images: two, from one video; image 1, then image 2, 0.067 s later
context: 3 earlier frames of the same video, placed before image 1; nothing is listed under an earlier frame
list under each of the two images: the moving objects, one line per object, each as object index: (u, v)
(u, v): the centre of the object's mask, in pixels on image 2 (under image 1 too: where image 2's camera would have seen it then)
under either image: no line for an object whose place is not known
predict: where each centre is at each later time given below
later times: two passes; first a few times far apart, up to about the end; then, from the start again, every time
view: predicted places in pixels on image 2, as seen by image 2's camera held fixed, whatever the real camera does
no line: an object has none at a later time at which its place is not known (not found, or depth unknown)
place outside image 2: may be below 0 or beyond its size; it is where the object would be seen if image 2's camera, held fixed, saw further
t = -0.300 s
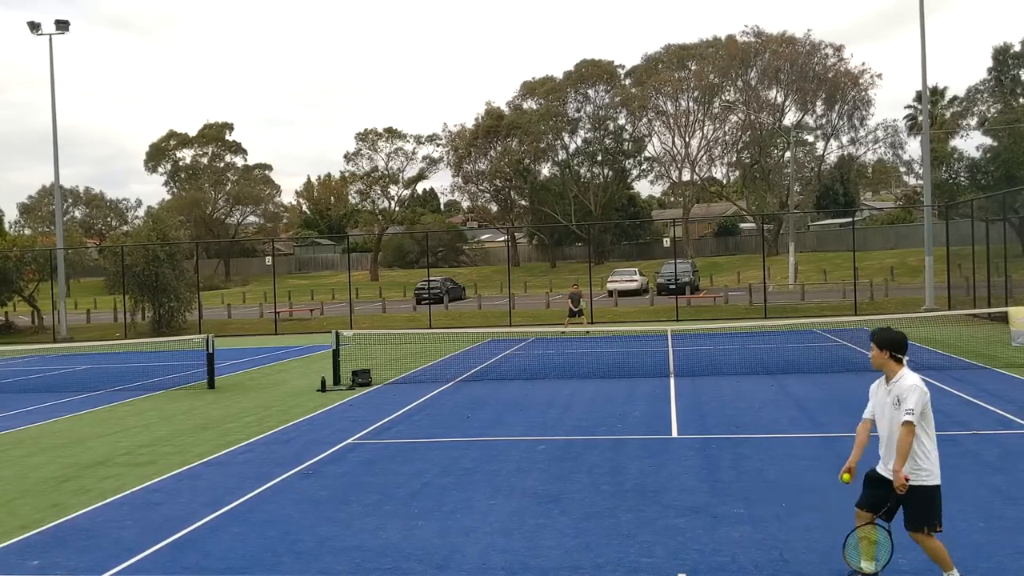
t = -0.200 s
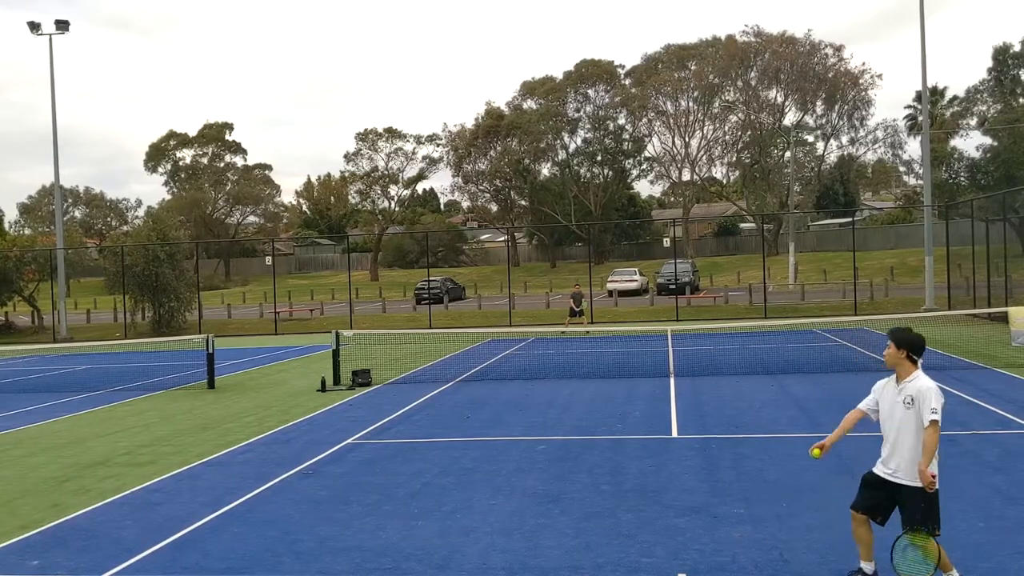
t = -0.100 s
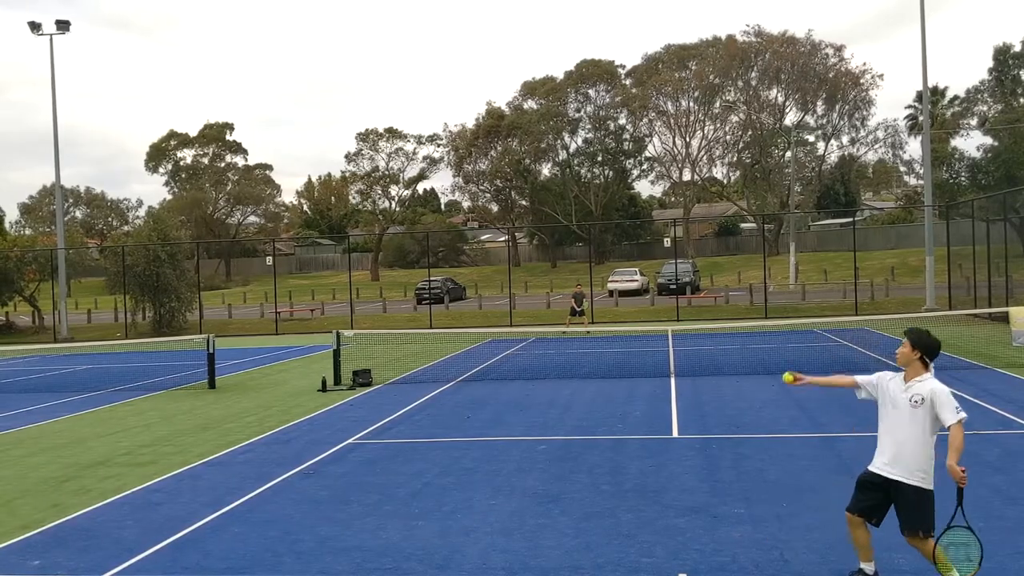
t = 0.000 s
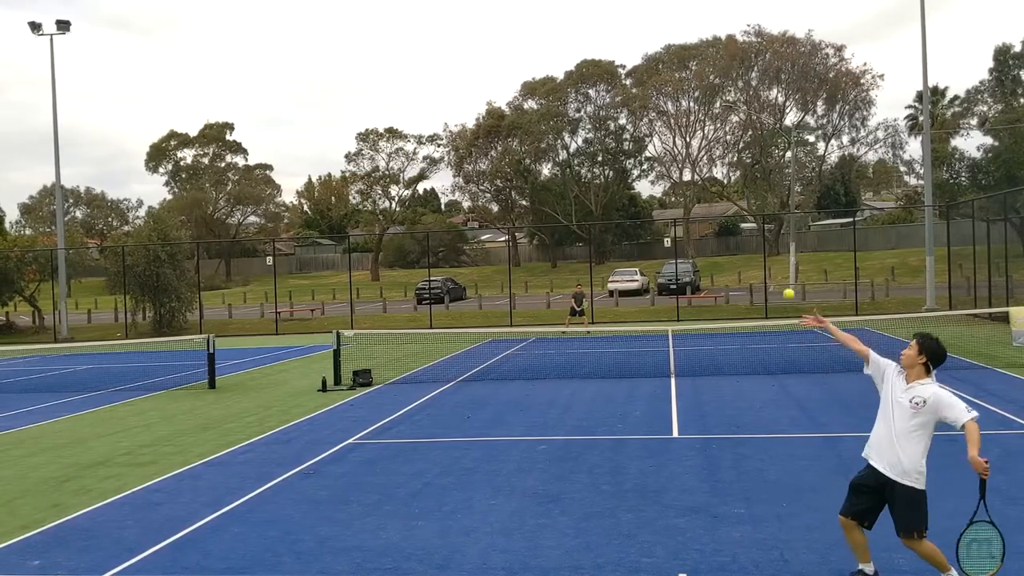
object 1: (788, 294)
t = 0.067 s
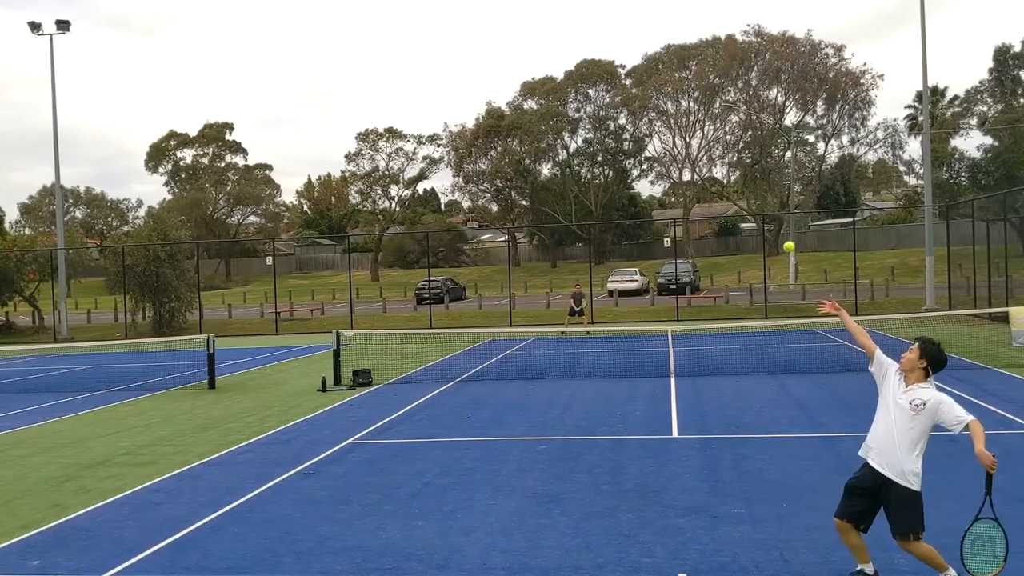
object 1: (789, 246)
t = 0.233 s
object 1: (791, 157)
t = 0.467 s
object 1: (796, 100)
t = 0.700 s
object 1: (803, 124)
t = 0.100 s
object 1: (789, 225)
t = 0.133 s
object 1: (789, 206)
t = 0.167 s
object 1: (790, 188)
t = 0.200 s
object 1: (791, 171)
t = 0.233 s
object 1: (791, 157)
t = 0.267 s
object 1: (792, 144)
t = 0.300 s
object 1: (793, 133)
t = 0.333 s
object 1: (793, 122)
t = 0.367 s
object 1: (794, 114)
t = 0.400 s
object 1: (795, 108)
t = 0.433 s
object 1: (795, 103)
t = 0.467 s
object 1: (796, 100)
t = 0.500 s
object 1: (797, 99)
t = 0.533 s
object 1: (798, 99)
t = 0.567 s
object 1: (799, 100)
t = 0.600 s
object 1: (799, 104)
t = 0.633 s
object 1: (800, 108)
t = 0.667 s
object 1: (801, 114)
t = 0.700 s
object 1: (803, 124)
